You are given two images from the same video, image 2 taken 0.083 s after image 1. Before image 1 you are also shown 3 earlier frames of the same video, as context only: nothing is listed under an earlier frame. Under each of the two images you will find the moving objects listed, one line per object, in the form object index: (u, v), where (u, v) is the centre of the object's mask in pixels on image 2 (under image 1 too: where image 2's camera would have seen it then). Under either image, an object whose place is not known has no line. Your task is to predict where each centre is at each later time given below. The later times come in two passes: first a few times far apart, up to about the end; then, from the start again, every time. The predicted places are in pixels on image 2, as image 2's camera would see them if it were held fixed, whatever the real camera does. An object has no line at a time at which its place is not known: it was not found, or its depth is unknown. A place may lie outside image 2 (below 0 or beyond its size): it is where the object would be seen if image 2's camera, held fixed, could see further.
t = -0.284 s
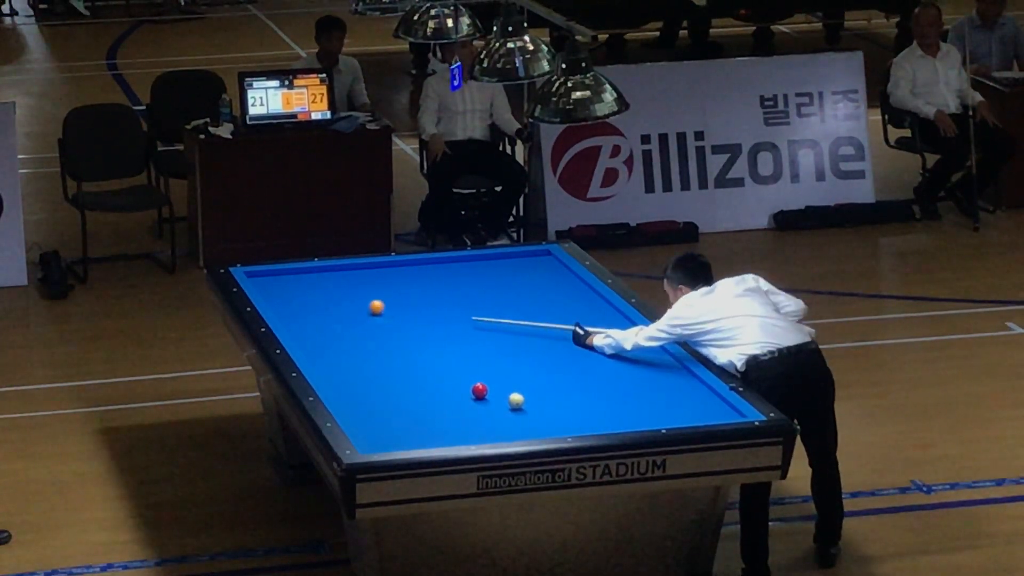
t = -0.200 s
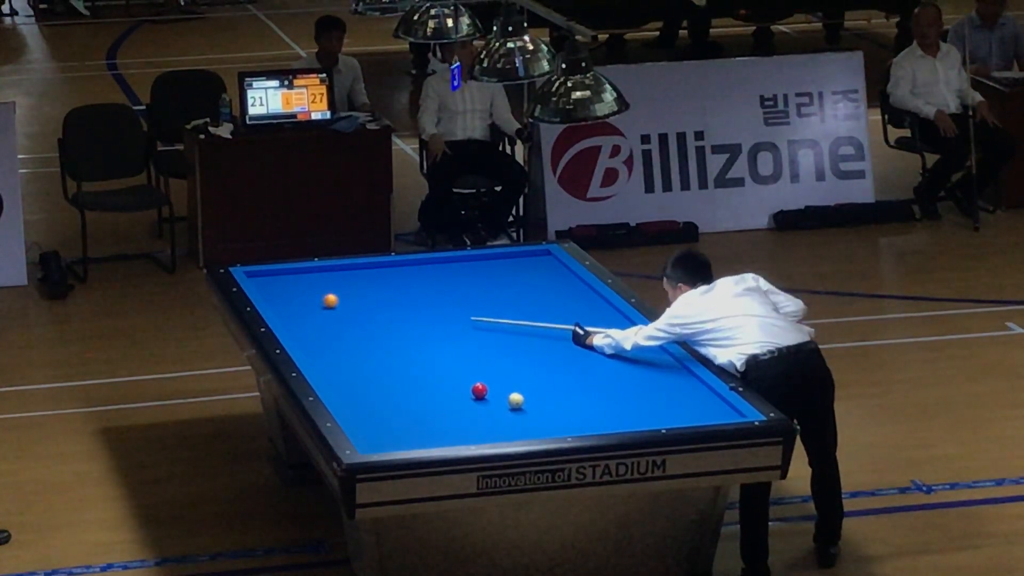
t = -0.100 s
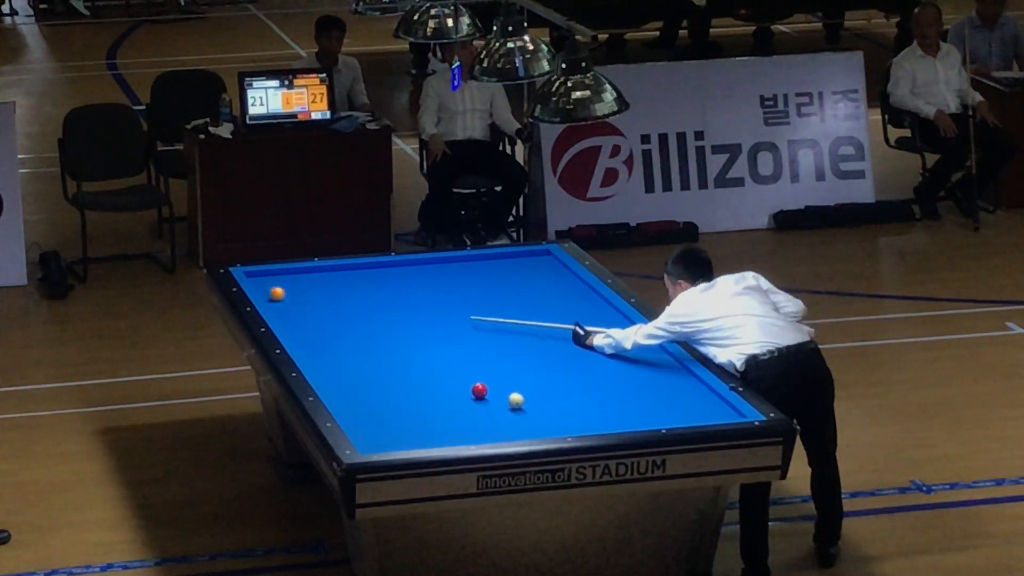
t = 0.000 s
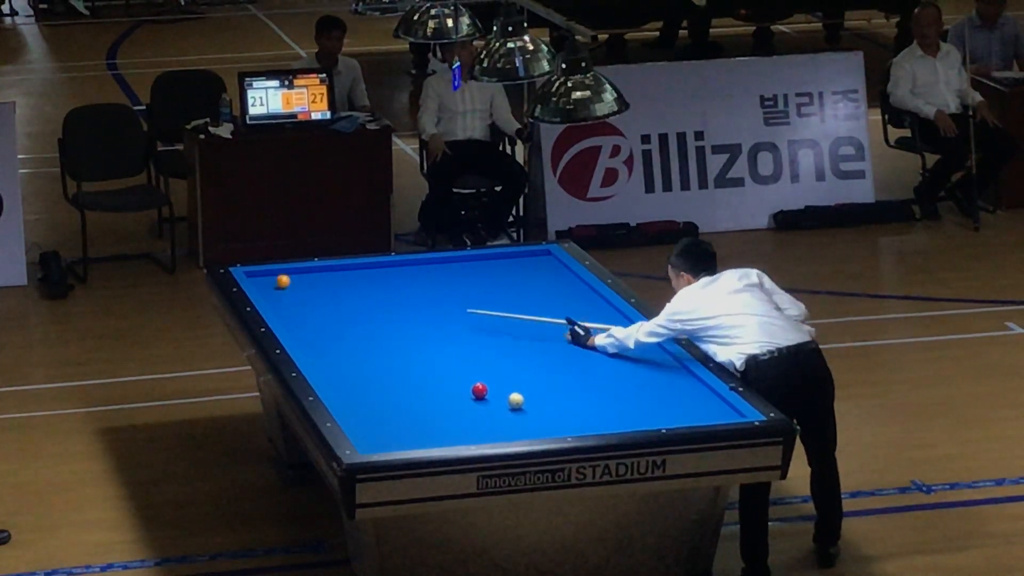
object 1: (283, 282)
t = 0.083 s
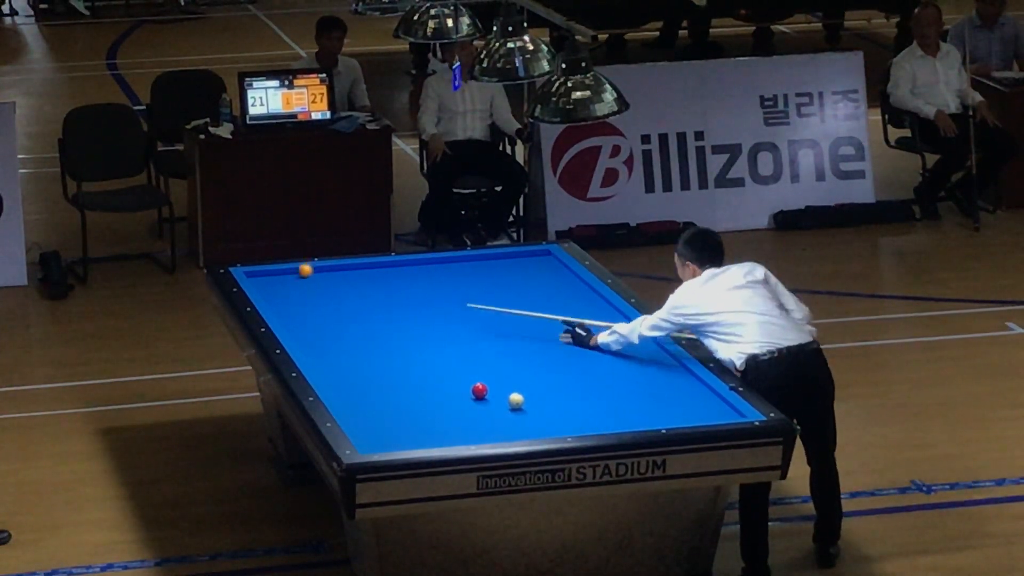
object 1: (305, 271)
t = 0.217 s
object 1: (359, 275)
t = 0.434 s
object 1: (447, 287)
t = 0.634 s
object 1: (520, 295)
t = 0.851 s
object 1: (600, 304)
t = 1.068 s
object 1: (578, 322)
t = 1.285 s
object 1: (557, 341)
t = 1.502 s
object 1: (536, 360)
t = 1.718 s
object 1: (513, 380)
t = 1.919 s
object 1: (492, 399)
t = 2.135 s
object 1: (467, 421)
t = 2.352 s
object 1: (442, 439)
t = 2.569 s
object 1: (386, 436)
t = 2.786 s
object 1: (380, 425)
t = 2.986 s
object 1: (397, 412)
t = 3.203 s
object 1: (414, 400)
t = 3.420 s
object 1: (431, 388)
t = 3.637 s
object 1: (447, 376)
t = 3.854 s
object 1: (463, 365)
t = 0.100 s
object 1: (308, 269)
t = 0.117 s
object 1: (315, 269)
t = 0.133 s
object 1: (323, 270)
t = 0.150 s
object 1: (330, 271)
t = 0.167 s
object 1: (337, 272)
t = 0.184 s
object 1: (344, 273)
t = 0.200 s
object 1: (352, 274)
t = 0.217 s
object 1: (359, 275)
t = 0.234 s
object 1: (366, 276)
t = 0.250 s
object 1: (373, 277)
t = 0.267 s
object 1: (380, 278)
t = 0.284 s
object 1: (387, 279)
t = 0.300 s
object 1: (394, 280)
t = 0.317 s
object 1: (401, 280)
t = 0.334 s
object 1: (408, 282)
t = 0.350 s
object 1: (415, 282)
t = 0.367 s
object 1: (421, 283)
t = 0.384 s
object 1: (427, 284)
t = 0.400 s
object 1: (434, 285)
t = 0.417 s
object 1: (441, 285)
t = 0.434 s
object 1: (447, 287)
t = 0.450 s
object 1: (453, 287)
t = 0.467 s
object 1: (460, 288)
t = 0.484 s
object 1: (466, 289)
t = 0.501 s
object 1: (472, 289)
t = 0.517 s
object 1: (478, 290)
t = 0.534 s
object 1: (484, 291)
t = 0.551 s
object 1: (490, 291)
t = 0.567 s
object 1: (496, 292)
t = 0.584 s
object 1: (502, 293)
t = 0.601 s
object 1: (508, 294)
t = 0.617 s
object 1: (514, 294)
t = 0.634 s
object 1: (520, 295)
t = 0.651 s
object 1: (526, 296)
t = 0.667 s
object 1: (532, 296)
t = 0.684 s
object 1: (538, 297)
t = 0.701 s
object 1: (544, 298)
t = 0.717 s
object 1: (550, 299)
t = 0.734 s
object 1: (557, 299)
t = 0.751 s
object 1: (563, 300)
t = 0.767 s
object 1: (569, 300)
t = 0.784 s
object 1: (575, 301)
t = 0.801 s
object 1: (581, 302)
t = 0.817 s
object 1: (587, 303)
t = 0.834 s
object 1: (594, 303)
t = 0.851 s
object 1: (600, 304)
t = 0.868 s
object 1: (606, 305)
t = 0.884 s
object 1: (604, 306)
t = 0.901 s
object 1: (601, 307)
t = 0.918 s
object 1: (599, 309)
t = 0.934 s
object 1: (596, 311)
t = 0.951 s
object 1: (593, 312)
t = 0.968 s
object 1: (591, 313)
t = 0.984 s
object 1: (589, 315)
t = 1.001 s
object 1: (587, 316)
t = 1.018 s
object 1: (584, 318)
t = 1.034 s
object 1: (582, 319)
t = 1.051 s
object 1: (580, 321)
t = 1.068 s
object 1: (578, 322)
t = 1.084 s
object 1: (577, 323)
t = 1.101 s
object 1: (575, 325)
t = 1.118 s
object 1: (574, 326)
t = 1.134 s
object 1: (572, 328)
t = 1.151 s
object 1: (570, 329)
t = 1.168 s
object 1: (569, 330)
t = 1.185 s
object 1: (567, 332)
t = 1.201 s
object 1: (566, 333)
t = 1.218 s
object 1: (564, 335)
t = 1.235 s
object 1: (562, 336)
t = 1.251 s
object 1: (561, 338)
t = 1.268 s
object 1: (559, 339)
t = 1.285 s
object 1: (557, 341)
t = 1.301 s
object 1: (556, 342)
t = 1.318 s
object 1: (554, 343)
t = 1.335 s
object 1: (552, 345)
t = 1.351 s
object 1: (551, 346)
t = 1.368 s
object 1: (549, 348)
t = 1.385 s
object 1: (547, 349)
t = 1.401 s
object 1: (546, 351)
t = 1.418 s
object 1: (544, 352)
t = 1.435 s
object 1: (542, 354)
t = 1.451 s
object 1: (541, 355)
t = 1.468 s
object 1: (539, 357)
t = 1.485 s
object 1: (537, 358)
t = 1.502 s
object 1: (536, 360)
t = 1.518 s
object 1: (534, 361)
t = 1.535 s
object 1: (532, 363)
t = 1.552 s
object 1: (531, 364)
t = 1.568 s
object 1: (529, 366)
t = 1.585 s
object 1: (527, 368)
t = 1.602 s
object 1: (525, 369)
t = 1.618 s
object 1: (524, 371)
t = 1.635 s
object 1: (522, 372)
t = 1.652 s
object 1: (520, 374)
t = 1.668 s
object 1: (518, 375)
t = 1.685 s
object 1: (516, 377)
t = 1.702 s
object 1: (515, 378)
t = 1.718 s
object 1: (513, 380)
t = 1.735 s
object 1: (511, 381)
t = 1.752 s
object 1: (509, 383)
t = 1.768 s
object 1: (507, 385)
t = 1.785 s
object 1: (506, 386)
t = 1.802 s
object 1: (504, 388)
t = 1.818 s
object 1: (502, 389)
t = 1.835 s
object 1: (500, 391)
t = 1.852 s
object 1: (498, 393)
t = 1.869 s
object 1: (497, 394)
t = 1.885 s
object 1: (495, 396)
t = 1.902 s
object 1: (493, 398)
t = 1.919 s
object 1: (492, 399)
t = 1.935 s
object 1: (490, 401)
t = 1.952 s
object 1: (488, 402)
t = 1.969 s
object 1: (486, 404)
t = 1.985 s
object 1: (484, 406)
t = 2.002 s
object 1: (482, 408)
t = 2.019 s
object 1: (480, 409)
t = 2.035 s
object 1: (478, 410)
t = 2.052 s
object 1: (476, 412)
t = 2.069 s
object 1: (474, 414)
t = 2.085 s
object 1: (473, 415)
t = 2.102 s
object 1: (471, 417)
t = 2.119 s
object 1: (469, 419)
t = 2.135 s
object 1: (467, 421)
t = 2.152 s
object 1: (465, 422)
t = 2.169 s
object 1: (463, 424)
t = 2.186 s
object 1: (461, 426)
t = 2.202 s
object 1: (460, 427)
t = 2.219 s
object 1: (458, 429)
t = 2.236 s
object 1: (456, 431)
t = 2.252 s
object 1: (454, 433)
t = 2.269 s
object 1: (452, 434)
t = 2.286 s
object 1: (450, 435)
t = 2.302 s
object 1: (448, 436)
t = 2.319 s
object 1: (446, 437)
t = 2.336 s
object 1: (444, 439)
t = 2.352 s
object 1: (442, 439)
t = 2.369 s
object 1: (440, 440)
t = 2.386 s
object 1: (436, 440)
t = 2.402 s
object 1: (431, 440)
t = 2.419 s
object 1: (426, 440)
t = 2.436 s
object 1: (422, 439)
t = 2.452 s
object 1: (417, 439)
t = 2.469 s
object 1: (412, 439)
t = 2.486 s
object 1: (408, 438)
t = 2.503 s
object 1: (404, 438)
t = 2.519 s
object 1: (399, 438)
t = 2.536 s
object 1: (395, 437)
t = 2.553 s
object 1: (391, 437)
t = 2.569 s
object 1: (386, 436)
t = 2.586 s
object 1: (382, 436)
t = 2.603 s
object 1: (378, 435)
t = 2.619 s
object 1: (374, 434)
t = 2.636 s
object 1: (370, 434)
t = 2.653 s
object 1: (366, 433)
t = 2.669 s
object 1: (367, 432)
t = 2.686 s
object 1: (369, 431)
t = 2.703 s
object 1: (371, 430)
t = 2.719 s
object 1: (373, 429)
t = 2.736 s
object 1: (375, 428)
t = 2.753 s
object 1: (377, 427)
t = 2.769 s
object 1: (378, 426)
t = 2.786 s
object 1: (380, 425)
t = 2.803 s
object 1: (381, 424)
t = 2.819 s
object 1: (383, 423)
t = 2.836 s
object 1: (384, 422)
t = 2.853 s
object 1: (386, 420)
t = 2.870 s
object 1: (387, 419)
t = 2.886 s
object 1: (388, 419)
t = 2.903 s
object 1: (390, 417)
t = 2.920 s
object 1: (391, 416)
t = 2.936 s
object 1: (393, 415)
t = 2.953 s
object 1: (394, 414)
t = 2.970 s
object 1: (395, 414)
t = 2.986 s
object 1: (397, 412)
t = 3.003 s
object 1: (398, 411)
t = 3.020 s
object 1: (400, 410)
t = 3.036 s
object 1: (401, 409)
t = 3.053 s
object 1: (402, 409)
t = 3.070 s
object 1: (403, 408)
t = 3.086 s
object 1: (405, 406)
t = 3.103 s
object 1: (406, 405)
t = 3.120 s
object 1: (407, 404)
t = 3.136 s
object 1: (409, 403)
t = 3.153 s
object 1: (410, 403)
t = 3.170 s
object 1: (412, 402)
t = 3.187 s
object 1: (413, 400)
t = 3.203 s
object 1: (414, 400)
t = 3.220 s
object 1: (416, 399)
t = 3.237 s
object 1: (417, 398)
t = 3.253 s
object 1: (418, 397)
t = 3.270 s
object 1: (420, 396)
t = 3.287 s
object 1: (421, 395)
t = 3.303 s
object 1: (422, 394)
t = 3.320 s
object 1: (423, 393)
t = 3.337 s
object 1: (425, 392)
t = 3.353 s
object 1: (426, 391)
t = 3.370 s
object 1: (427, 390)
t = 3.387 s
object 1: (429, 389)
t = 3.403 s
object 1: (430, 388)
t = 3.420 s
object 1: (431, 388)
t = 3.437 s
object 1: (432, 387)
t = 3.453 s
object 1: (434, 386)
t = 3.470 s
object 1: (435, 385)
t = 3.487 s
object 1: (436, 384)
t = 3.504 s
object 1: (437, 383)
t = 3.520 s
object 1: (439, 382)
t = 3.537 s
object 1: (440, 381)
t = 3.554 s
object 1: (441, 380)
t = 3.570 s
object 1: (443, 380)
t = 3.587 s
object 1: (444, 379)
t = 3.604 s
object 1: (445, 378)
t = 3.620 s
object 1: (446, 377)
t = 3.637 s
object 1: (447, 376)
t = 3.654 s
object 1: (448, 375)
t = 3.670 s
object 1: (450, 374)
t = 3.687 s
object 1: (451, 373)
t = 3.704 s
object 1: (452, 372)
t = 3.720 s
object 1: (453, 372)
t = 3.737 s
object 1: (455, 371)
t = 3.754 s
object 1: (456, 370)
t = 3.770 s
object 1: (457, 369)
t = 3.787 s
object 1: (458, 368)
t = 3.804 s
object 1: (460, 368)
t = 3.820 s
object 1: (461, 367)
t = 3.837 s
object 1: (462, 366)
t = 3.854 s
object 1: (463, 365)
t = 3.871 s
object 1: (464, 364)
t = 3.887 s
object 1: (465, 363)
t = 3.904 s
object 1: (466, 362)
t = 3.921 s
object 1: (468, 362)
